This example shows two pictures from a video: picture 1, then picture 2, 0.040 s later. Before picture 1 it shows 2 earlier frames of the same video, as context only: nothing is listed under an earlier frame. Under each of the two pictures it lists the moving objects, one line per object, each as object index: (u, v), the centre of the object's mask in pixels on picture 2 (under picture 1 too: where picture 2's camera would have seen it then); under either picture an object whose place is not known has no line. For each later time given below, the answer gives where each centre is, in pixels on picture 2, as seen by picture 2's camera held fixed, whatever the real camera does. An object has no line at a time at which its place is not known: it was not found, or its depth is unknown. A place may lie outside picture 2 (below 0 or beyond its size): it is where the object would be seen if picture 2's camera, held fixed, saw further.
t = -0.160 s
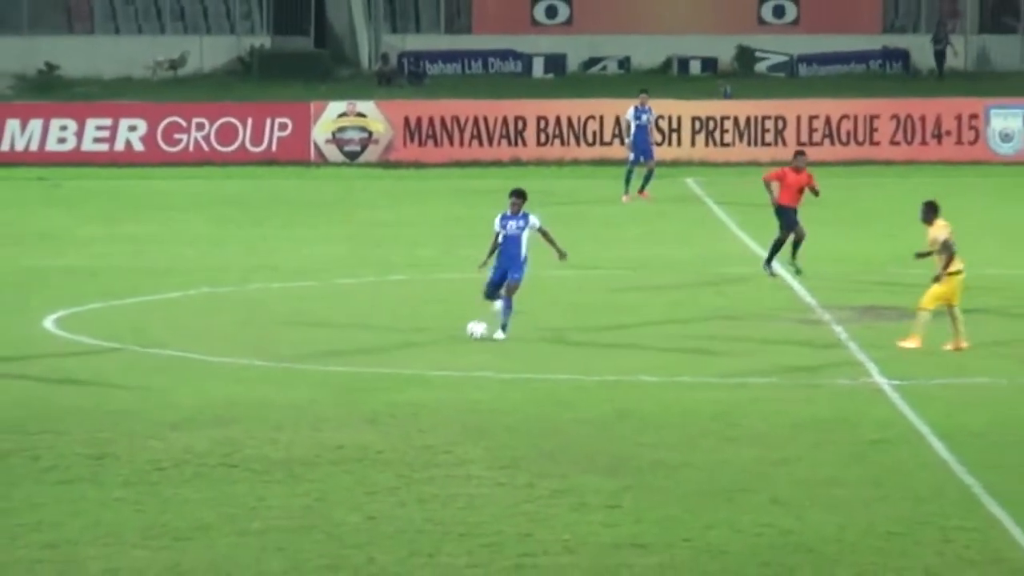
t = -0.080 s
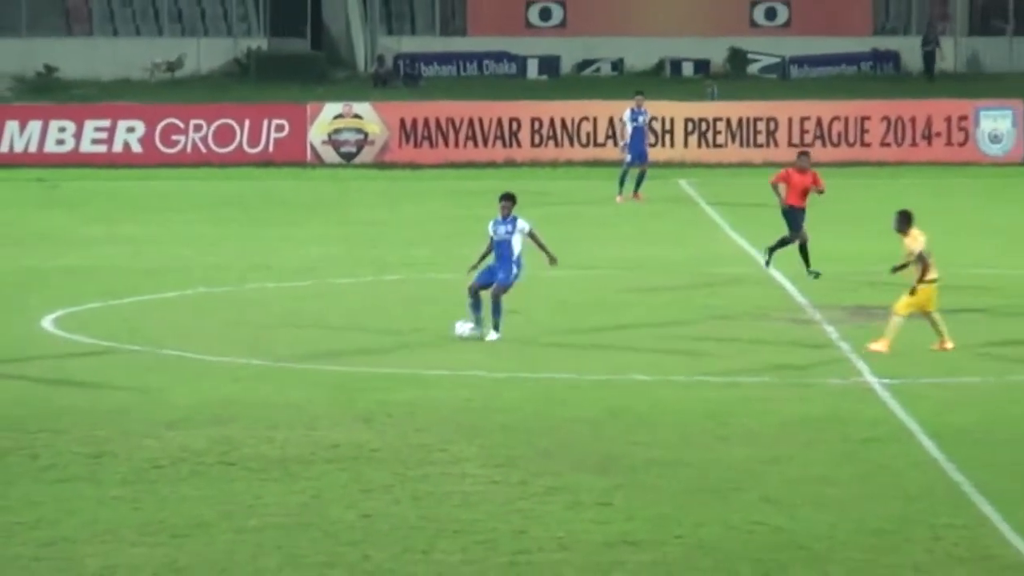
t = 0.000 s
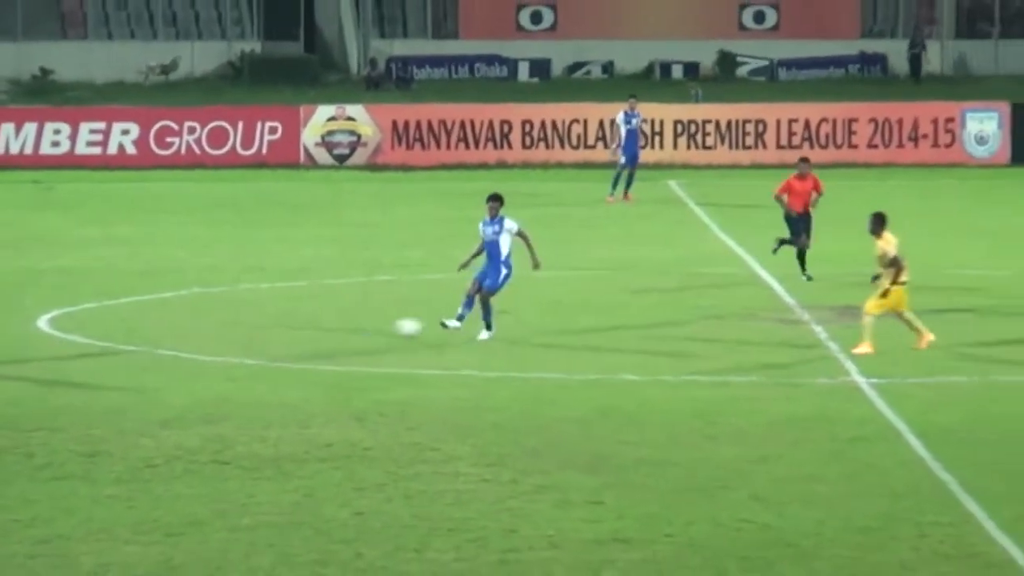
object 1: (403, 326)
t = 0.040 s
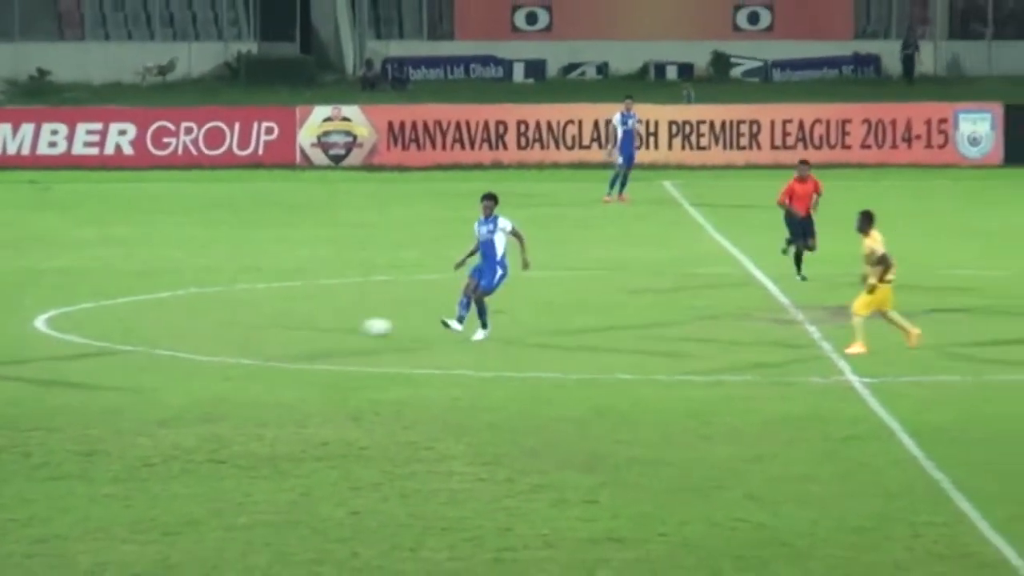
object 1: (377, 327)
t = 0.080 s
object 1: (350, 328)
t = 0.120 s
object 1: (322, 331)
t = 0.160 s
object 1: (295, 335)
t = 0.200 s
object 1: (267, 342)
